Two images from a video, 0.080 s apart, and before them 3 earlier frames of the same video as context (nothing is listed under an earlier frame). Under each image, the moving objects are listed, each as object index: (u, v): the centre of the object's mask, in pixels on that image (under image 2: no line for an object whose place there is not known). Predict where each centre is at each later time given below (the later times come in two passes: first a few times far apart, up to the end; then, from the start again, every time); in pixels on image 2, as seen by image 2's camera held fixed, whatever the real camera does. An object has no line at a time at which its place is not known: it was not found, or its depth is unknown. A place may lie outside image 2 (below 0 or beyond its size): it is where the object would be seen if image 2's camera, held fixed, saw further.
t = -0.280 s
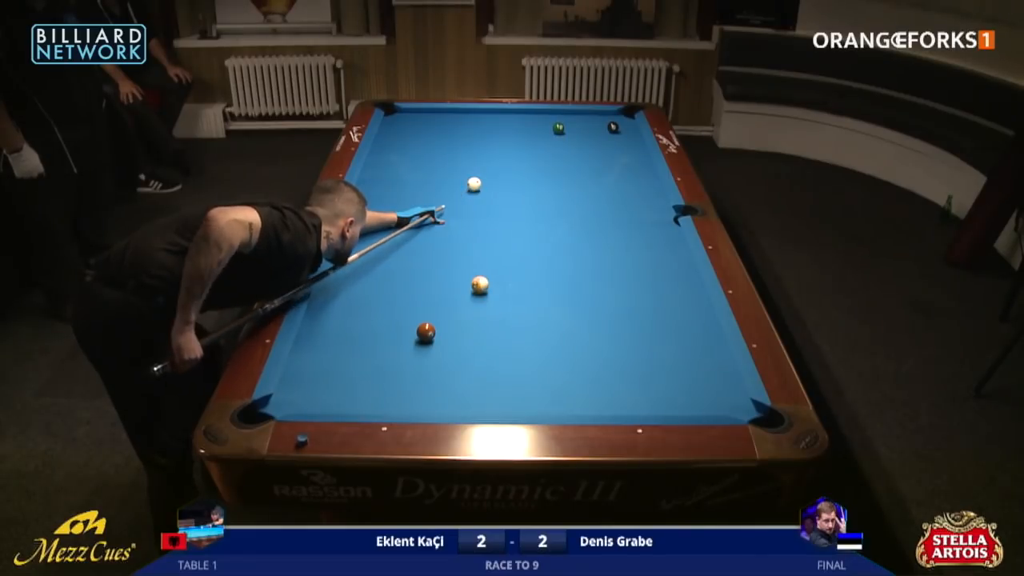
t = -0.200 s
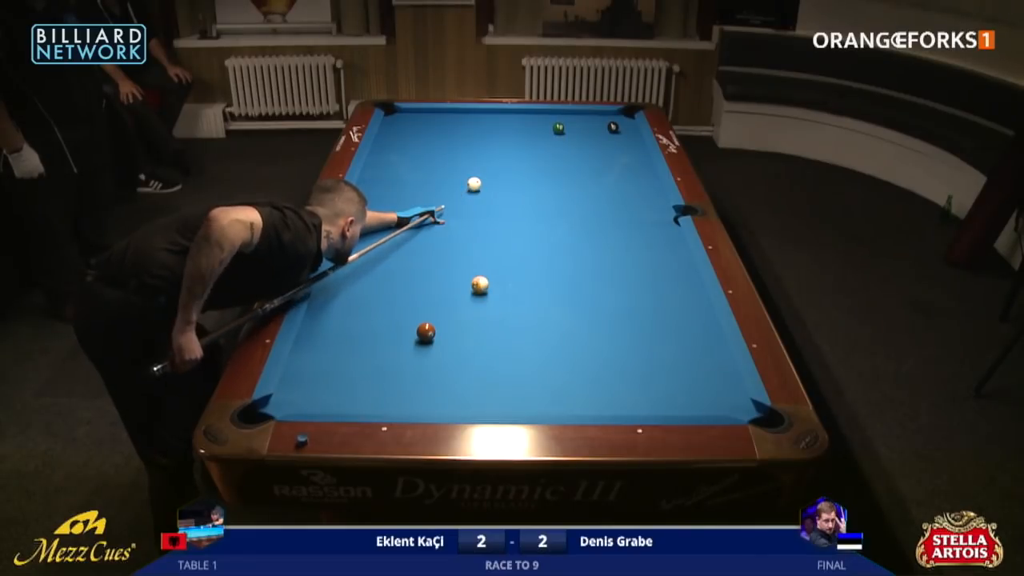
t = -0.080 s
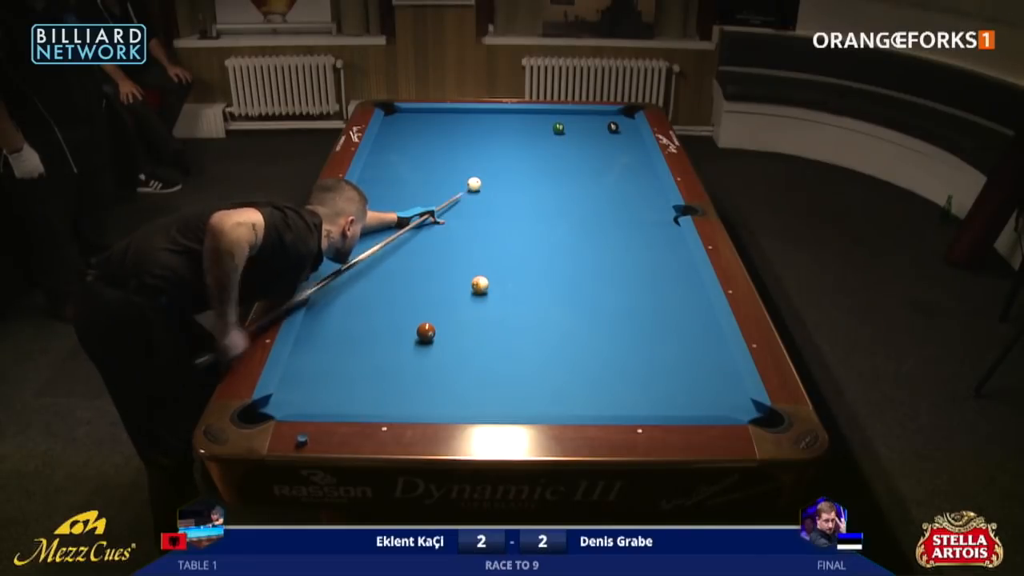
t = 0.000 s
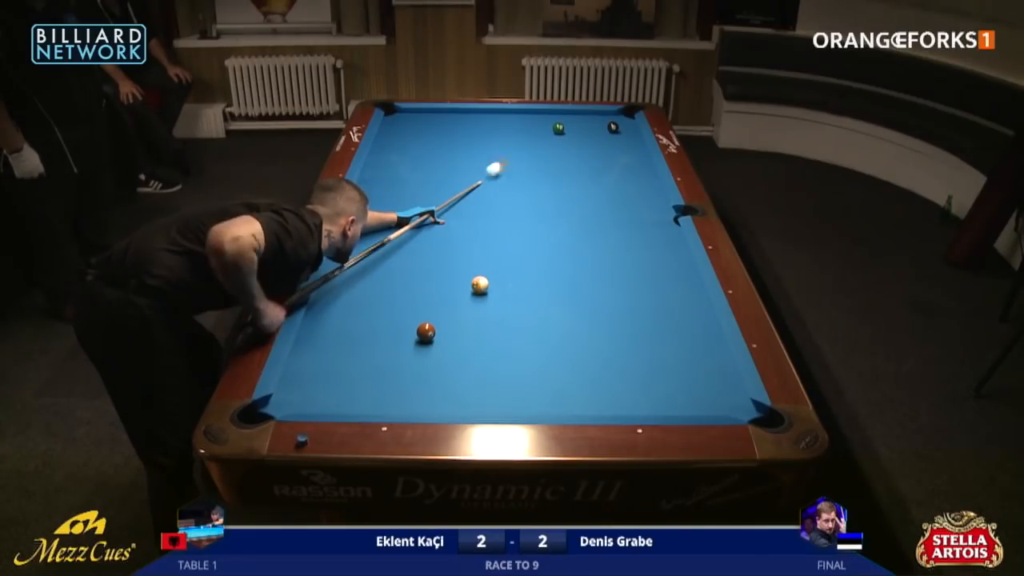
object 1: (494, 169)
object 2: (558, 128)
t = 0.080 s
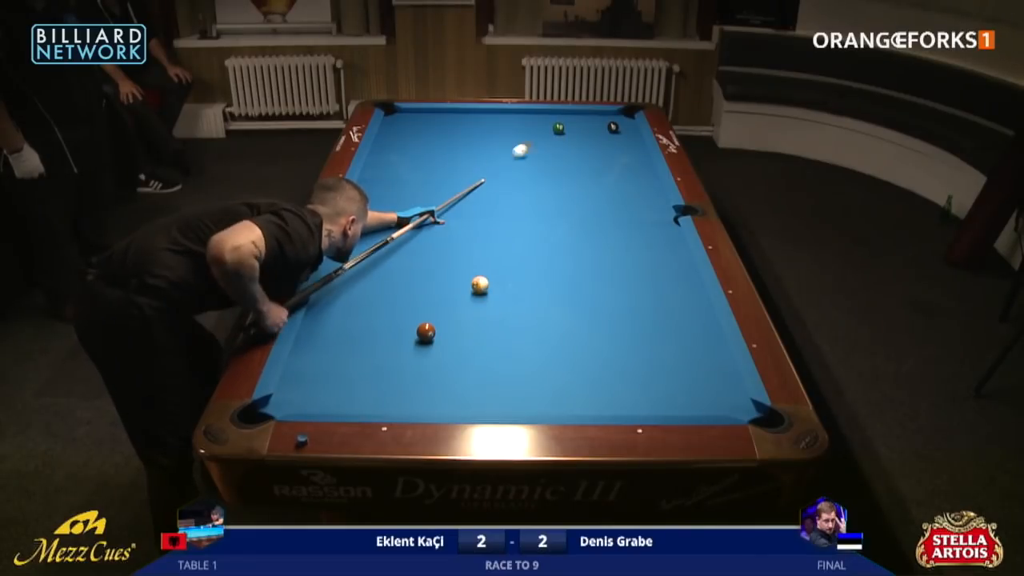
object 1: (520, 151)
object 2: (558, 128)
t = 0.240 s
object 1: (540, 126)
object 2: (581, 123)
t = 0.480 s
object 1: (506, 114)
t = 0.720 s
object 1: (473, 113)
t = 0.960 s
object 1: (438, 117)
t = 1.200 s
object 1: (403, 120)
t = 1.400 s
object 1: (392, 124)
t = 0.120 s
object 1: (531, 143)
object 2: (558, 128)
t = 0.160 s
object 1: (542, 135)
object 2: (558, 128)
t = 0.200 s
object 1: (547, 129)
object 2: (564, 127)
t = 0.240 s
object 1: (540, 126)
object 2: (581, 123)
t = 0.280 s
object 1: (534, 123)
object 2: (595, 120)
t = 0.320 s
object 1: (528, 121)
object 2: (607, 116)
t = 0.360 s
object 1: (522, 119)
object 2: (622, 113)
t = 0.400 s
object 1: (517, 117)
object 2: (633, 110)
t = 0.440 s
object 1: (511, 115)
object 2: (637, 112)
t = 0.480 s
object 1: (506, 114)
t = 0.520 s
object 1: (501, 112)
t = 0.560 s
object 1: (497, 111)
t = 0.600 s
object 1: (491, 111)
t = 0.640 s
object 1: (485, 112)
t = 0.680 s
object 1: (479, 112)
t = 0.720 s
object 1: (473, 113)
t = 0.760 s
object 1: (467, 114)
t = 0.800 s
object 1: (461, 114)
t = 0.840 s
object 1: (456, 115)
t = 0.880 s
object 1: (450, 116)
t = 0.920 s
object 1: (444, 116)
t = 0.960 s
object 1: (438, 117)
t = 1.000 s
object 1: (432, 117)
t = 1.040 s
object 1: (426, 118)
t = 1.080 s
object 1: (420, 119)
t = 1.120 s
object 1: (415, 119)
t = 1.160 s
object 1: (409, 120)
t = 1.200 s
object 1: (403, 120)
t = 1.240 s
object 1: (397, 121)
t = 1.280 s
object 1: (391, 122)
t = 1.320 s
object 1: (386, 122)
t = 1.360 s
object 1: (389, 123)
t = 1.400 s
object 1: (392, 124)
